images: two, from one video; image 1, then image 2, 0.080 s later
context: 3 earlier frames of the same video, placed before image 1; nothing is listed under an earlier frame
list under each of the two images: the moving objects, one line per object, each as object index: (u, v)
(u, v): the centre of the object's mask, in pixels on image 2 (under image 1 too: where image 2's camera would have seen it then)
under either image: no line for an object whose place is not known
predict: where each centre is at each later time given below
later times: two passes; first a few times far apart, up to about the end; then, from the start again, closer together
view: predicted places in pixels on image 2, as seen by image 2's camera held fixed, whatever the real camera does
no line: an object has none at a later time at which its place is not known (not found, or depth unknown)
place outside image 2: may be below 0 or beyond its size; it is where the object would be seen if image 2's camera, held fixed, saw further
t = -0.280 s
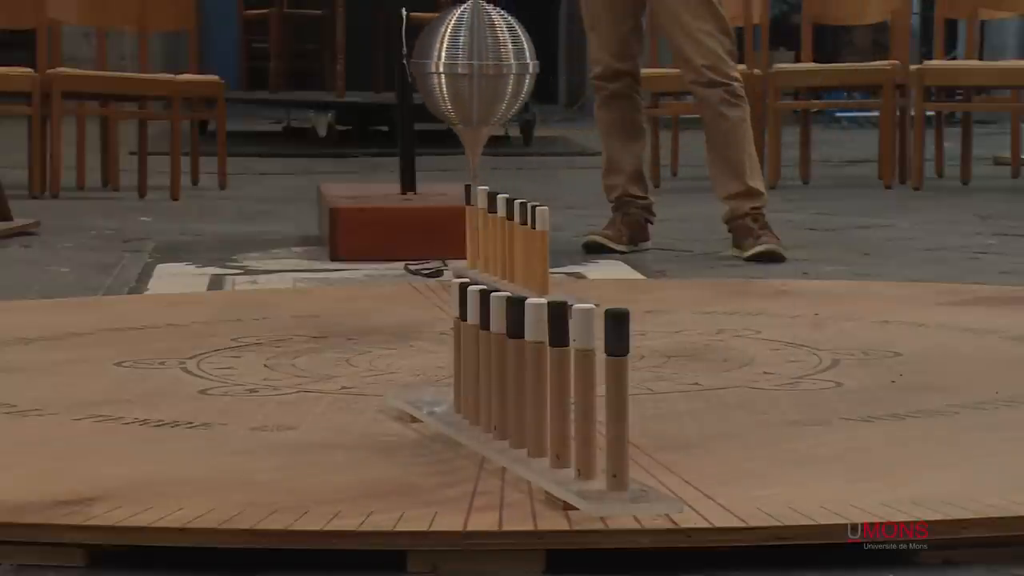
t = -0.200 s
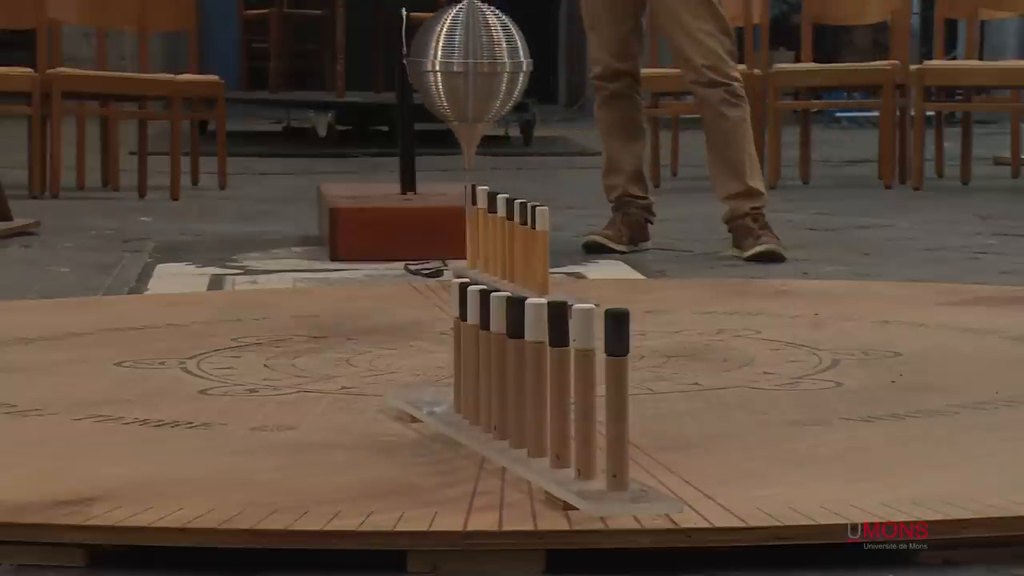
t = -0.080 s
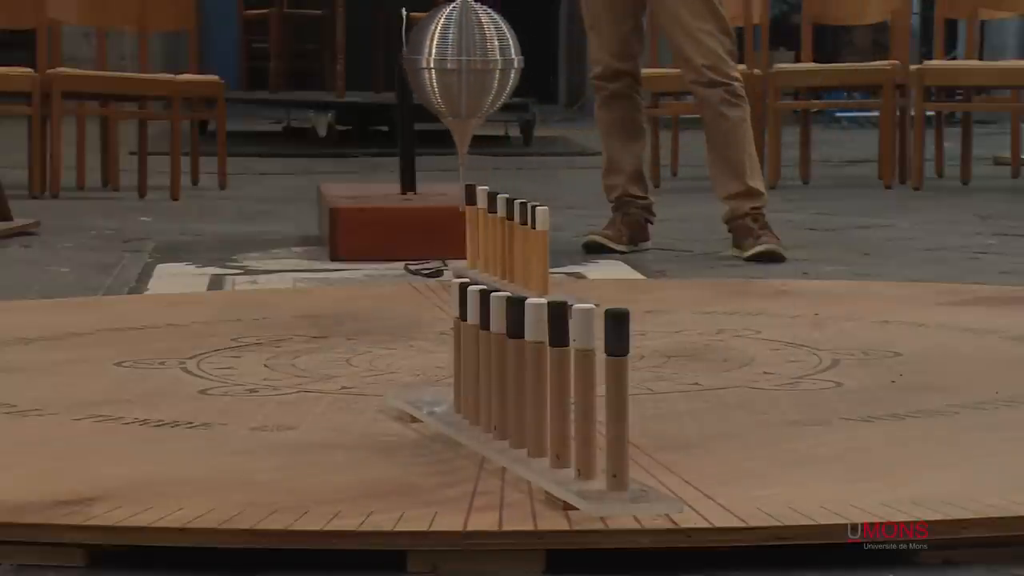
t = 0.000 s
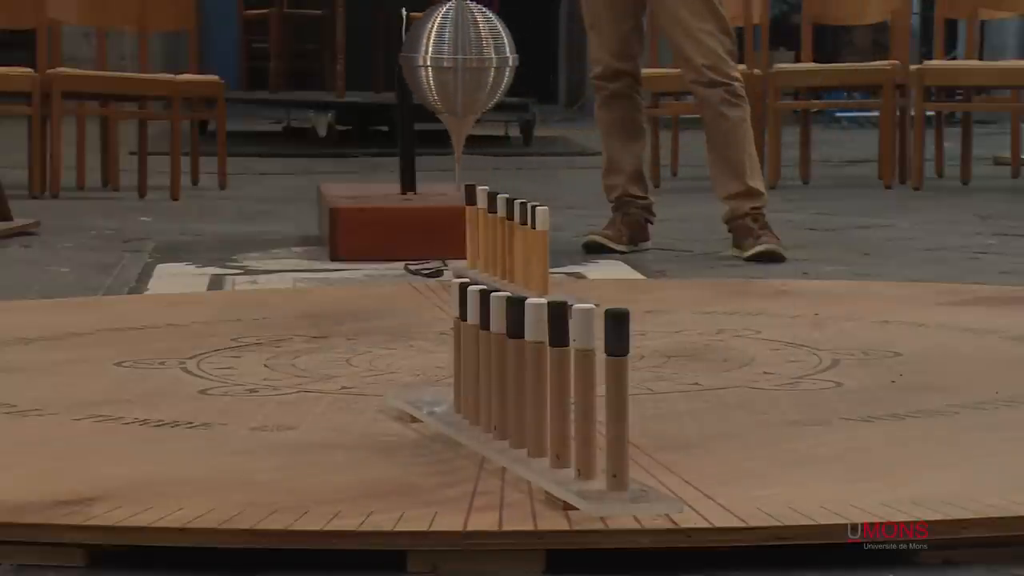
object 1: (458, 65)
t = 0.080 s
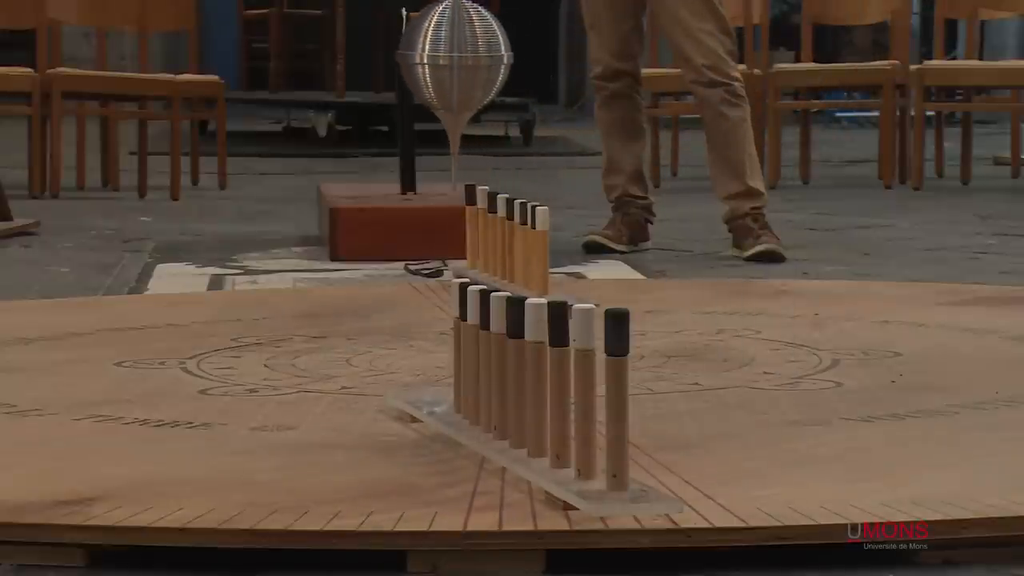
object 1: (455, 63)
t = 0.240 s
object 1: (448, 59)
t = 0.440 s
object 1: (440, 54)
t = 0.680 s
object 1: (433, 50)
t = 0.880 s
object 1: (428, 47)
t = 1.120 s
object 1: (424, 44)
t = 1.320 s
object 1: (422, 42)
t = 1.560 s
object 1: (421, 40)
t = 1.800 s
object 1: (420, 40)
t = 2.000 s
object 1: (421, 41)
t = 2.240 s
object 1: (424, 43)
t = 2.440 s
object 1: (426, 44)
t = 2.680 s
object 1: (431, 48)
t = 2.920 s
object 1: (438, 53)
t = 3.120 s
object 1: (444, 57)
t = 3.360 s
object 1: (453, 62)
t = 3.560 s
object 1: (464, 67)
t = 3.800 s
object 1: (478, 72)
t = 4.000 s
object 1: (493, 76)
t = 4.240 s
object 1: (513, 79)
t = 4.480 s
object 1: (537, 86)
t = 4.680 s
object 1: (561, 87)
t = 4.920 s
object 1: (594, 85)
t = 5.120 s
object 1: (626, 85)
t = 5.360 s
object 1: (669, 84)
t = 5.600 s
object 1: (716, 82)
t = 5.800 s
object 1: (755, 83)
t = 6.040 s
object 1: (802, 84)
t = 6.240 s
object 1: (836, 85)
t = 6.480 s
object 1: (862, 87)
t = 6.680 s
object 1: (870, 88)
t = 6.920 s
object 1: (863, 87)
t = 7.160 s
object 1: (837, 85)
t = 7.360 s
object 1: (804, 84)
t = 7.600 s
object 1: (757, 84)
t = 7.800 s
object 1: (717, 83)
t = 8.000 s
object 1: (678, 83)
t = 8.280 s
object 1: (626, 82)
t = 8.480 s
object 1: (595, 85)
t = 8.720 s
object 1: (561, 86)
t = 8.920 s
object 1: (537, 89)
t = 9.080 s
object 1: (521, 80)
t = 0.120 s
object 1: (453, 63)
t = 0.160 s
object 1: (451, 61)
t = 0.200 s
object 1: (449, 60)
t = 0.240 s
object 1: (448, 59)
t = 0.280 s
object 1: (446, 59)
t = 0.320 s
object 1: (444, 57)
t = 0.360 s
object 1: (443, 56)
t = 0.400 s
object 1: (442, 56)
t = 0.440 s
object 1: (440, 54)
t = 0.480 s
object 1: (439, 54)
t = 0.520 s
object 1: (438, 53)
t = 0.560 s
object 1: (437, 53)
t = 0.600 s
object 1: (435, 51)
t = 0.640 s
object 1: (434, 50)
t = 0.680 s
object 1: (433, 50)
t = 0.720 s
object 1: (432, 49)
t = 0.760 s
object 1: (431, 49)
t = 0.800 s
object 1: (430, 48)
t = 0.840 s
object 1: (429, 47)
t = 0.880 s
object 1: (428, 47)
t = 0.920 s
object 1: (428, 46)
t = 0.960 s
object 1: (427, 46)
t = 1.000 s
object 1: (426, 46)
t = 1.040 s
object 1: (426, 45)
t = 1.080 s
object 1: (425, 44)
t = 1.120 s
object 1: (424, 44)
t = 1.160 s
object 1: (424, 43)
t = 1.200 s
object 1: (424, 43)
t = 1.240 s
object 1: (423, 42)
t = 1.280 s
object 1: (423, 42)
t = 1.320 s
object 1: (422, 42)
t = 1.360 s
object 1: (422, 41)
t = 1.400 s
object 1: (422, 41)
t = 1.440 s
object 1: (421, 41)
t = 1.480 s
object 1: (421, 41)
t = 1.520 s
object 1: (421, 40)
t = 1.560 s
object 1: (421, 40)
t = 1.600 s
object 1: (421, 40)
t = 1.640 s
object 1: (420, 40)
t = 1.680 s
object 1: (420, 40)
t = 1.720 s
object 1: (420, 40)
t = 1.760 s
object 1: (420, 40)
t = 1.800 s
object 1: (420, 40)
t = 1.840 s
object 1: (420, 40)
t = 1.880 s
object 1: (421, 40)
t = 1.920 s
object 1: (421, 40)
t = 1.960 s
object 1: (421, 40)
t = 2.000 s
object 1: (421, 41)
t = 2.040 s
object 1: (422, 41)
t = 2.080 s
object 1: (422, 41)
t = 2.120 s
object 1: (422, 41)
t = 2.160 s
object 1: (423, 42)
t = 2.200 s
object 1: (423, 42)
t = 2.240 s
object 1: (424, 43)
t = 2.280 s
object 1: (424, 43)
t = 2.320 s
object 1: (425, 43)
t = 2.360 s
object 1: (425, 44)
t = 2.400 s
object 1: (426, 44)
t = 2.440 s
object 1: (426, 44)
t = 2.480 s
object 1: (427, 45)
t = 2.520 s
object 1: (428, 45)
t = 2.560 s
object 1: (429, 46)
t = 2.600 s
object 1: (429, 46)
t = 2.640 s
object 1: (430, 47)
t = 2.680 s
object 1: (431, 48)
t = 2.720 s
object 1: (432, 48)
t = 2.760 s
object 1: (433, 50)
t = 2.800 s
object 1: (434, 50)
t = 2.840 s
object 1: (436, 51)
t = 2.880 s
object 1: (437, 52)
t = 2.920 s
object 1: (438, 53)
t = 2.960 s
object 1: (439, 54)
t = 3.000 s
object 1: (440, 55)
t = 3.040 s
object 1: (441, 56)
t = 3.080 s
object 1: (443, 56)
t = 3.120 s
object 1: (444, 57)
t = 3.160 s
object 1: (445, 58)
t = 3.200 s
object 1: (447, 59)
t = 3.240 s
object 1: (449, 59)
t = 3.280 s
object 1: (450, 61)
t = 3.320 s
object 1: (452, 61)
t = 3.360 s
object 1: (453, 62)
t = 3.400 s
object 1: (456, 63)
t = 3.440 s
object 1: (457, 64)
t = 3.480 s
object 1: (460, 65)
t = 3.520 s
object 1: (462, 66)
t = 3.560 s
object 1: (464, 67)
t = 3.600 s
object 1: (466, 67)
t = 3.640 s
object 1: (468, 68)
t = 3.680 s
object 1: (470, 69)
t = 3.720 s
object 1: (473, 70)
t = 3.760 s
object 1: (476, 72)
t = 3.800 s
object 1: (478, 72)
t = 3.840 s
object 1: (481, 73)
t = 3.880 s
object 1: (484, 74)
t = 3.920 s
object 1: (487, 74)
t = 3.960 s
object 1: (490, 75)
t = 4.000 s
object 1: (493, 76)
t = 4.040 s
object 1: (496, 76)
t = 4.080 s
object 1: (499, 77)
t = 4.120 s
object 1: (502, 77)
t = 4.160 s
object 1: (506, 79)
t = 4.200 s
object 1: (509, 78)
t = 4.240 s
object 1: (513, 79)
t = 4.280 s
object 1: (516, 79)
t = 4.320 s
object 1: (520, 83)
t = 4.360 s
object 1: (524, 84)
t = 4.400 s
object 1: (528, 80)
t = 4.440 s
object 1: (532, 80)
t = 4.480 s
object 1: (537, 86)
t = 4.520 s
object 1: (542, 82)
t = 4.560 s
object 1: (546, 81)
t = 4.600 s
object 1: (551, 85)
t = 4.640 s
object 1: (556, 86)
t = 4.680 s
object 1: (561, 87)
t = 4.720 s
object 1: (566, 86)
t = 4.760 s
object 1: (571, 85)
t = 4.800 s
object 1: (576, 83)
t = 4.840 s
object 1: (582, 84)
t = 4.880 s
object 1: (588, 85)
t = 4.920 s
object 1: (594, 85)
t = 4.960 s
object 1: (600, 84)
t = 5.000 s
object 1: (607, 85)
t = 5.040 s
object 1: (613, 85)
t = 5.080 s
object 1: (620, 84)
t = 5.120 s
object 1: (626, 85)
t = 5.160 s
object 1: (633, 85)
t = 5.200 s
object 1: (640, 86)
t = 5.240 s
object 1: (646, 82)
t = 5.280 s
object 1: (654, 83)
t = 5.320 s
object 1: (661, 81)
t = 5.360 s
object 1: (669, 84)
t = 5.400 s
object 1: (677, 83)
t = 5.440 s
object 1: (685, 81)
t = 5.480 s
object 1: (692, 84)
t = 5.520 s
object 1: (700, 84)
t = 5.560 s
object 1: (708, 83)
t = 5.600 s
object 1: (716, 82)
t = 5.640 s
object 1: (724, 83)
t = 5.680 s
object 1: (732, 81)
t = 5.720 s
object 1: (740, 83)
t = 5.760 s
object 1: (748, 82)
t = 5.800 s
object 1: (755, 83)
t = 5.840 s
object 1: (764, 83)
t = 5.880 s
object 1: (772, 84)
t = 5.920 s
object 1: (780, 83)
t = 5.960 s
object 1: (788, 83)
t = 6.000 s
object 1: (796, 84)
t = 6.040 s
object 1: (802, 84)
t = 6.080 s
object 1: (810, 84)
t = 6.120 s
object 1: (817, 85)
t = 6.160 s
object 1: (823, 86)
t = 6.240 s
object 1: (836, 85)
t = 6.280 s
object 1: (842, 86)
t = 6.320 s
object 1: (846, 86)
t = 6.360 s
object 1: (852, 86)
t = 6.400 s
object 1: (855, 87)
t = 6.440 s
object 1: (859, 87)
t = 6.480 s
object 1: (862, 87)
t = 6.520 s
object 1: (864, 87)
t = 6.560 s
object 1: (867, 87)
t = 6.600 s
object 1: (868, 88)
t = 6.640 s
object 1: (870, 88)
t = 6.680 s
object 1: (870, 88)
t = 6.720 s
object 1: (870, 88)
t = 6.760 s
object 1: (870, 87)
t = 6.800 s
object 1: (869, 87)
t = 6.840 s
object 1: (867, 87)
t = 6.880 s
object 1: (867, 87)
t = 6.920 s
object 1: (863, 87)
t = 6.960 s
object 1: (860, 87)
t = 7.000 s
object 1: (857, 87)
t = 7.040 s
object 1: (854, 87)
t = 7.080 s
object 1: (848, 86)
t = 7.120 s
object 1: (843, 86)
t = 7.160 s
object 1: (837, 85)
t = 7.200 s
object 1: (831, 85)
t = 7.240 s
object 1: (824, 85)
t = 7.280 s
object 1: (818, 84)
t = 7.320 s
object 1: (811, 84)
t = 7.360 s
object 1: (804, 84)
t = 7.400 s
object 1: (797, 84)
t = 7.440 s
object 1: (789, 83)
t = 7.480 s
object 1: (782, 84)
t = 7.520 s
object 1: (774, 83)
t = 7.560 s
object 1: (764, 83)
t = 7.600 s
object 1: (757, 84)
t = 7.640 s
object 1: (749, 83)
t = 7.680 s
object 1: (741, 83)
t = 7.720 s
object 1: (733, 84)
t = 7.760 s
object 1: (725, 83)
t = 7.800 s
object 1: (717, 83)
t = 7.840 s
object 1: (709, 83)
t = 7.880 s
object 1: (700, 83)
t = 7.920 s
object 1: (693, 83)
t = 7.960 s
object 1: (685, 83)
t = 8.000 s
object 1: (678, 83)
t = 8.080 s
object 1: (662, 83)
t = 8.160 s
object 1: (648, 84)
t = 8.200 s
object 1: (641, 85)
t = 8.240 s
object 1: (633, 84)
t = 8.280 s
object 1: (626, 82)
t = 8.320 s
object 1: (619, 82)
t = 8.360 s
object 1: (613, 83)
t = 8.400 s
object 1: (607, 83)
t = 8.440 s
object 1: (600, 83)
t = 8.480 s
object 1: (595, 85)
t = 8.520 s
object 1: (589, 86)
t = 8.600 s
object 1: (578, 83)
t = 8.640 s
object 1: (571, 83)
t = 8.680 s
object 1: (566, 85)
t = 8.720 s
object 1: (561, 86)
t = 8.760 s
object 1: (556, 82)
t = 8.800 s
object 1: (551, 81)
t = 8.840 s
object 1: (547, 81)
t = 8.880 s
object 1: (542, 86)
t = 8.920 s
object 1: (537, 89)
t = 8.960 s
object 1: (533, 81)
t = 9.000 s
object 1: (529, 80)
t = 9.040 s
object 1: (525, 81)
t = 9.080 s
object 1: (521, 80)
